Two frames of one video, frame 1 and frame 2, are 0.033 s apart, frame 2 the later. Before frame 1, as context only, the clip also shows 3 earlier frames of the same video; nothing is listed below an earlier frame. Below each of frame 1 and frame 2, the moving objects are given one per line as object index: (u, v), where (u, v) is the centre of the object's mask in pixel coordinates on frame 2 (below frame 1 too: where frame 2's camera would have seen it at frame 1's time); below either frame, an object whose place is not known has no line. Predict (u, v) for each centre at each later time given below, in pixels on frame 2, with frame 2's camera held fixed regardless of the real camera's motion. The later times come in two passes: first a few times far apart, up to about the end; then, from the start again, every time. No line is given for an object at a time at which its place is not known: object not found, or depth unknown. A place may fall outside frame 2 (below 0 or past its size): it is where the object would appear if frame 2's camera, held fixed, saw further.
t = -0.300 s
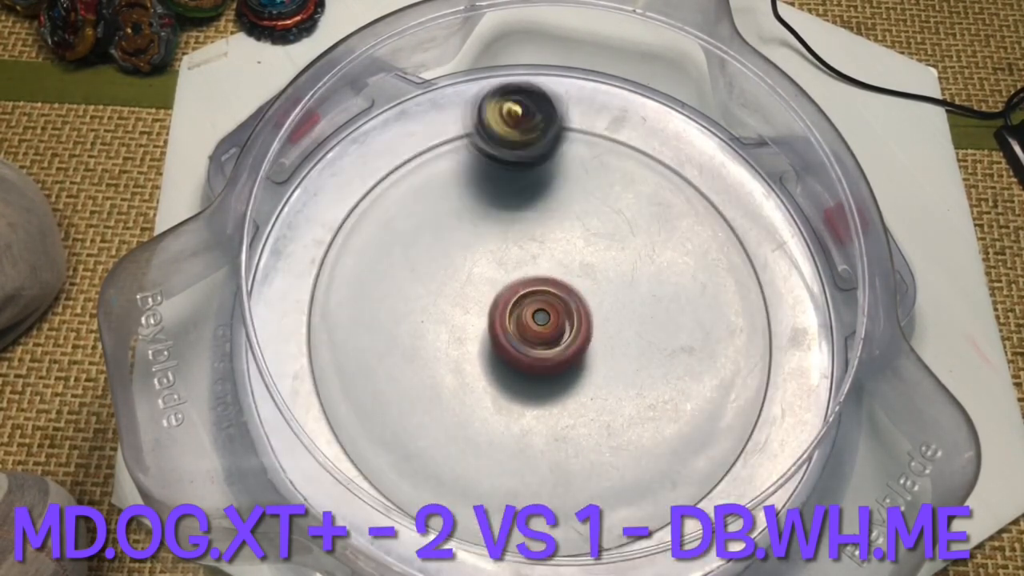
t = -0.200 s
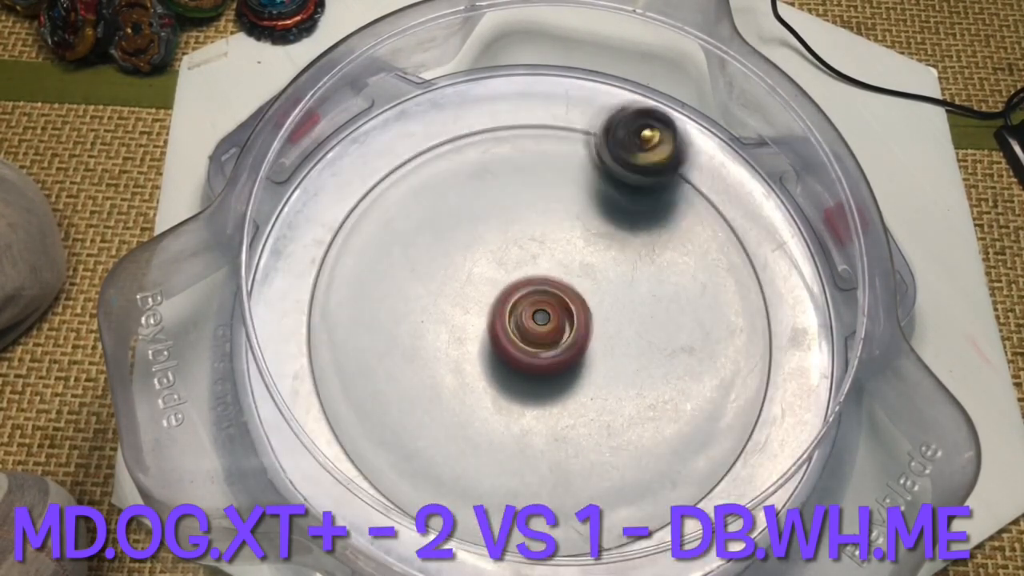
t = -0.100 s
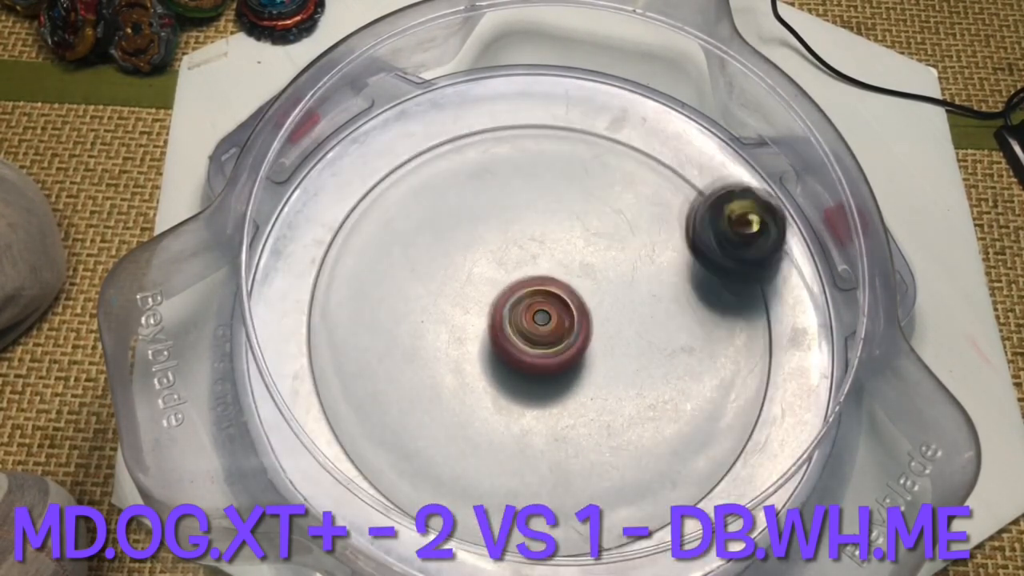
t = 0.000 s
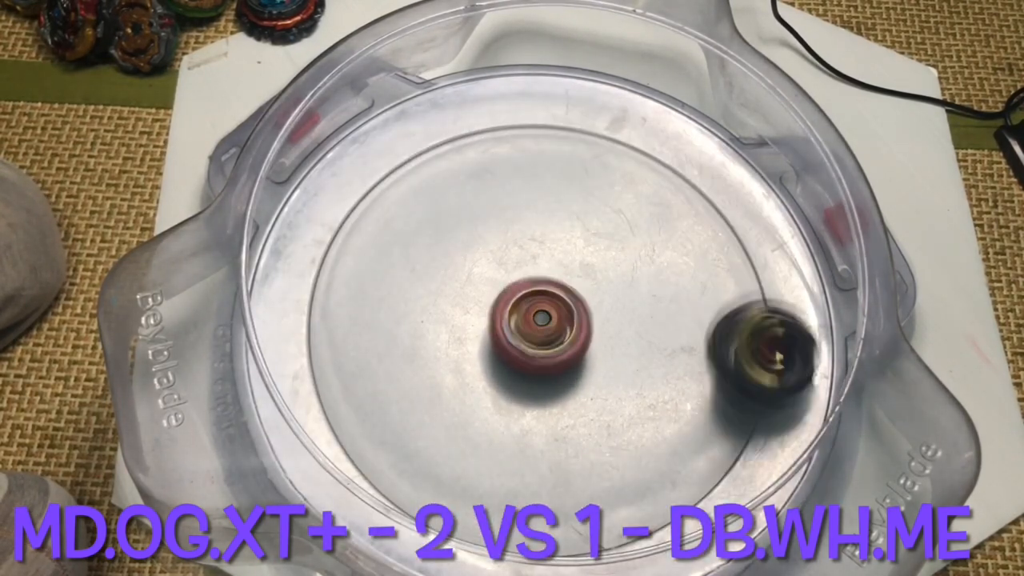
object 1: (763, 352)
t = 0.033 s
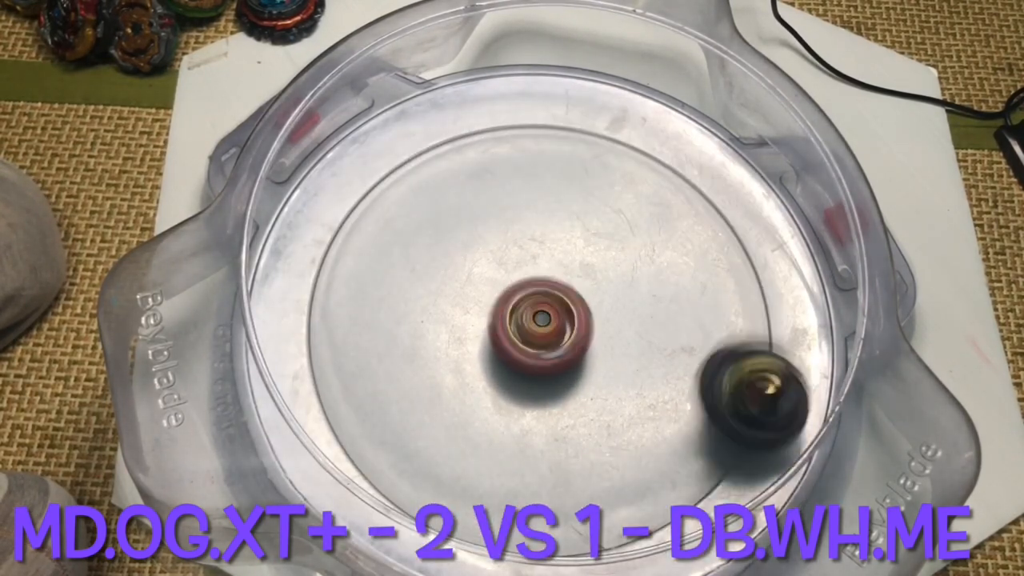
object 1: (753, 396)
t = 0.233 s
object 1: (525, 503)
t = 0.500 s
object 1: (338, 265)
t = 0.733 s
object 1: (562, 123)
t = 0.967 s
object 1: (765, 311)
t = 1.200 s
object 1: (546, 505)
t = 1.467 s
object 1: (332, 282)
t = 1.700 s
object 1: (541, 124)
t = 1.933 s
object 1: (761, 293)
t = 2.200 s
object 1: (545, 505)
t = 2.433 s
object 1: (333, 319)
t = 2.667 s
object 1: (506, 127)
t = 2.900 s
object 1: (745, 253)
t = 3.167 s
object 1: (589, 505)
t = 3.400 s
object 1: (337, 356)
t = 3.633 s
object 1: (469, 134)
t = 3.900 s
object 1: (743, 267)
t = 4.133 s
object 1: (616, 505)
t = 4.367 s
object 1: (346, 383)
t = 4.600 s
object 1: (451, 151)
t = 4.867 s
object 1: (734, 245)
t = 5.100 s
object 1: (644, 492)
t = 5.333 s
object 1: (361, 399)
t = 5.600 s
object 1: (469, 143)
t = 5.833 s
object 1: (714, 228)
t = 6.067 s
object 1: (653, 477)
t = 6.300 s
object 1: (377, 418)
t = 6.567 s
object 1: (458, 158)
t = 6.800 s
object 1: (708, 227)
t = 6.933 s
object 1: (740, 375)
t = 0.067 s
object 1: (730, 437)
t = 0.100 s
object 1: (700, 464)
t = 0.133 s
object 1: (655, 490)
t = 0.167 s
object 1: (617, 507)
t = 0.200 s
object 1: (576, 510)
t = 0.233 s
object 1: (525, 503)
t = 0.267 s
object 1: (475, 492)
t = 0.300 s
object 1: (436, 478)
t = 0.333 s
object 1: (397, 457)
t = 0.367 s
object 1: (368, 426)
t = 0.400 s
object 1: (343, 387)
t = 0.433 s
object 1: (336, 346)
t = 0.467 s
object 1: (331, 303)
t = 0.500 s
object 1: (338, 265)
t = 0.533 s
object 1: (355, 227)
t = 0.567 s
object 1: (379, 194)
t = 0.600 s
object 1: (407, 166)
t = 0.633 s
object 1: (442, 145)
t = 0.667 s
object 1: (480, 130)
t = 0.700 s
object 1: (522, 124)
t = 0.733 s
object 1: (562, 123)
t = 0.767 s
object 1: (603, 132)
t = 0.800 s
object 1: (641, 147)
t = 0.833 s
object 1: (680, 168)
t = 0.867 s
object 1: (710, 199)
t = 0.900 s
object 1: (736, 232)
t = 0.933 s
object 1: (754, 268)
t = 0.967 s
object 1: (765, 311)
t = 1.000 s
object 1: (762, 354)
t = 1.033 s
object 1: (750, 394)
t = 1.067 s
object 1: (730, 434)
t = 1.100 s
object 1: (677, 476)
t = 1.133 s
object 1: (637, 499)
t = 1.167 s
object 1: (598, 509)
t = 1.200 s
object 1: (546, 505)
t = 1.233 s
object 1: (490, 494)
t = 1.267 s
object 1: (451, 486)
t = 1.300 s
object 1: (409, 465)
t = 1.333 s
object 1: (379, 440)
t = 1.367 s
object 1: (351, 403)
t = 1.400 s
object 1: (335, 365)
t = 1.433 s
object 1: (327, 321)
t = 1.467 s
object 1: (332, 282)
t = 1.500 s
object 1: (342, 244)
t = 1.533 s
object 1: (362, 207)
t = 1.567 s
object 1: (390, 178)
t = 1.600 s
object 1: (424, 155)
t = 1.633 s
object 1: (459, 136)
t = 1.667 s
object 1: (499, 125)
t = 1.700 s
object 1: (541, 124)
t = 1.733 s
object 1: (580, 127)
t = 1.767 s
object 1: (621, 141)
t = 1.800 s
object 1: (661, 160)
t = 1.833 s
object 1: (696, 185)
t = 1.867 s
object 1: (724, 218)
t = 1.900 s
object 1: (746, 254)
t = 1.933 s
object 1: (761, 293)
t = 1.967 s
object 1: (763, 338)
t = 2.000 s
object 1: (757, 379)
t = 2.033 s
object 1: (740, 422)
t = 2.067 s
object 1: (714, 456)
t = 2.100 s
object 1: (672, 479)
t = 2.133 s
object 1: (635, 500)
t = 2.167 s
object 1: (590, 505)
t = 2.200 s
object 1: (545, 505)
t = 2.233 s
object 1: (490, 494)
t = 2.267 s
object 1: (453, 487)
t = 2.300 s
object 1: (411, 465)
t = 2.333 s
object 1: (380, 439)
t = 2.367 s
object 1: (353, 403)
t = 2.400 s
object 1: (339, 364)
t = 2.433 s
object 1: (333, 319)
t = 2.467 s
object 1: (338, 280)
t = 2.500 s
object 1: (348, 243)
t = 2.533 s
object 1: (370, 207)
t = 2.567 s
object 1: (398, 178)
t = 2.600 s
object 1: (429, 155)
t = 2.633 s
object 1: (467, 136)
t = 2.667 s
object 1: (506, 127)
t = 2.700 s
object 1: (544, 124)
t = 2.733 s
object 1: (586, 128)
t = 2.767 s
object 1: (626, 140)
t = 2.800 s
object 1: (661, 161)
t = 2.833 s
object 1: (696, 186)
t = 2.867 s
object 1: (724, 216)
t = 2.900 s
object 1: (745, 253)
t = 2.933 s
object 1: (758, 289)
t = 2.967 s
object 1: (762, 332)
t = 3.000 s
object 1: (756, 374)
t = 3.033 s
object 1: (737, 414)
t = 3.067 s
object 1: (712, 451)
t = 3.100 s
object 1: (674, 475)
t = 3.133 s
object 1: (634, 497)
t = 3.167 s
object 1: (589, 505)
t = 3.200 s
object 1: (544, 502)
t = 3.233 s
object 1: (488, 491)
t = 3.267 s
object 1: (449, 482)
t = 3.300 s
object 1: (407, 461)
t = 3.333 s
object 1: (374, 431)
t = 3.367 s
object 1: (351, 394)
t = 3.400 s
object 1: (337, 356)
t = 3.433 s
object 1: (331, 312)
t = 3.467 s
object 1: (337, 273)
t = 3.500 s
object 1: (349, 236)
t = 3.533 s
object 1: (372, 201)
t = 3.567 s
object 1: (401, 174)
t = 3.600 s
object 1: (433, 152)
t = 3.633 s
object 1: (469, 134)
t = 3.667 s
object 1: (510, 126)
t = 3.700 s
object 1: (549, 127)
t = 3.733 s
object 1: (588, 132)
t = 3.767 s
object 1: (627, 147)
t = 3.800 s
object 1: (665, 168)
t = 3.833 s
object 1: (696, 195)
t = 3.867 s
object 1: (724, 230)
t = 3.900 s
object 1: (743, 267)
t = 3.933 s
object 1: (753, 306)
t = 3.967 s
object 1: (754, 350)
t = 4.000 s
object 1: (743, 391)
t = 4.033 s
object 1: (726, 428)
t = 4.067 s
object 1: (695, 460)
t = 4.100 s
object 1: (652, 488)
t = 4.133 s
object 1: (616, 505)
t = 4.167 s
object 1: (575, 505)
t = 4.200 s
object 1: (522, 499)
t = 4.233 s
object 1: (475, 490)
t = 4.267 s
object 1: (433, 476)
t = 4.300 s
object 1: (398, 454)
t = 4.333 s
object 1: (368, 425)
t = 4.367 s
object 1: (346, 383)
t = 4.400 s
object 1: (339, 342)
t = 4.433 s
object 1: (337, 303)
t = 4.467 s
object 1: (346, 262)
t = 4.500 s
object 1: (363, 226)
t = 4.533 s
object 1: (387, 195)
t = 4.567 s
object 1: (416, 169)
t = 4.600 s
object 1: (451, 151)
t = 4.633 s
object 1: (488, 136)
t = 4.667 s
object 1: (528, 132)
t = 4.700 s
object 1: (566, 132)
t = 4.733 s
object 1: (608, 142)
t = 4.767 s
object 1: (645, 159)
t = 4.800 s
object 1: (680, 182)
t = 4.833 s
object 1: (709, 210)
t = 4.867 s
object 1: (734, 245)
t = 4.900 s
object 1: (749, 282)
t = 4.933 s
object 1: (755, 321)
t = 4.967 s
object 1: (753, 363)
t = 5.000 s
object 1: (741, 398)
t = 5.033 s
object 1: (717, 438)
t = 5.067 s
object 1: (681, 468)
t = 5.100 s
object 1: (644, 492)
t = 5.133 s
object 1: (600, 502)
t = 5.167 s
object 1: (555, 499)
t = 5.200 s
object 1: (499, 490)
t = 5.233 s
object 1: (462, 482)
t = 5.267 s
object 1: (421, 463)
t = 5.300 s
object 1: (388, 438)
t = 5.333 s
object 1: (361, 399)
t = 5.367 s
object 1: (348, 360)
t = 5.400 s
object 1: (341, 322)
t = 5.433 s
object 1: (345, 281)
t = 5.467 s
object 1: (356, 244)
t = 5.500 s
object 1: (376, 209)
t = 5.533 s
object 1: (404, 182)
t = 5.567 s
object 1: (434, 161)
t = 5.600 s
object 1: (469, 143)
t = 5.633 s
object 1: (507, 133)
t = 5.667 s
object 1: (546, 132)
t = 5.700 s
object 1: (586, 139)
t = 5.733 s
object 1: (621, 151)
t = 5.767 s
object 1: (656, 170)
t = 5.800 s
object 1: (689, 197)
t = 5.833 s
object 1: (714, 228)
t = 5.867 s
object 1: (733, 261)
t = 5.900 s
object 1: (742, 303)
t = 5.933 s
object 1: (745, 342)
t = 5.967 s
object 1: (736, 385)
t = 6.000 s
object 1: (717, 420)
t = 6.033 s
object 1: (689, 454)
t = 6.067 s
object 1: (653, 477)
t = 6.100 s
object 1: (617, 495)
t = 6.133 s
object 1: (574, 499)
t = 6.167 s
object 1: (528, 492)
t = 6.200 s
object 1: (479, 485)
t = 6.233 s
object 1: (439, 473)
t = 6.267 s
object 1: (405, 452)
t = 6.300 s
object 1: (377, 418)
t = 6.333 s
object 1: (358, 379)
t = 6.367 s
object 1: (348, 341)
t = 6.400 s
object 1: (348, 302)
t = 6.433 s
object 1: (357, 265)
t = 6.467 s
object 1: (372, 232)
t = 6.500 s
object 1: (396, 201)
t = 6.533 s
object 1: (424, 177)
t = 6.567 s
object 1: (458, 158)
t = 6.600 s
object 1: (495, 148)
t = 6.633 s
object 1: (533, 142)
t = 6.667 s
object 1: (573, 145)
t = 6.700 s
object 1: (610, 155)
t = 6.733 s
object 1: (646, 173)
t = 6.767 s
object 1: (680, 197)
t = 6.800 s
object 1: (708, 227)
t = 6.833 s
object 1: (729, 259)
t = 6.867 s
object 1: (740, 297)
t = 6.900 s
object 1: (744, 336)
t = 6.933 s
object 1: (740, 375)
